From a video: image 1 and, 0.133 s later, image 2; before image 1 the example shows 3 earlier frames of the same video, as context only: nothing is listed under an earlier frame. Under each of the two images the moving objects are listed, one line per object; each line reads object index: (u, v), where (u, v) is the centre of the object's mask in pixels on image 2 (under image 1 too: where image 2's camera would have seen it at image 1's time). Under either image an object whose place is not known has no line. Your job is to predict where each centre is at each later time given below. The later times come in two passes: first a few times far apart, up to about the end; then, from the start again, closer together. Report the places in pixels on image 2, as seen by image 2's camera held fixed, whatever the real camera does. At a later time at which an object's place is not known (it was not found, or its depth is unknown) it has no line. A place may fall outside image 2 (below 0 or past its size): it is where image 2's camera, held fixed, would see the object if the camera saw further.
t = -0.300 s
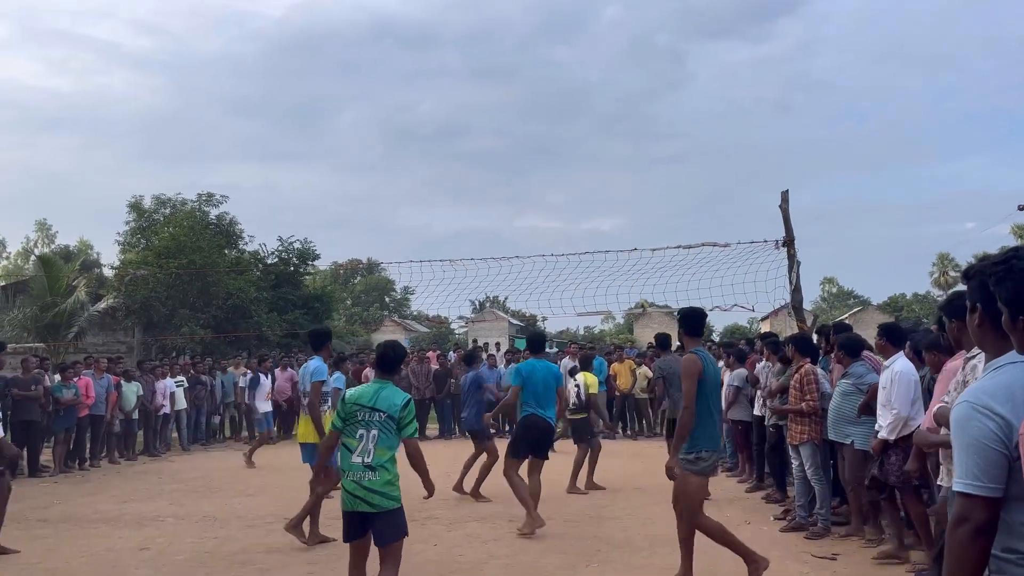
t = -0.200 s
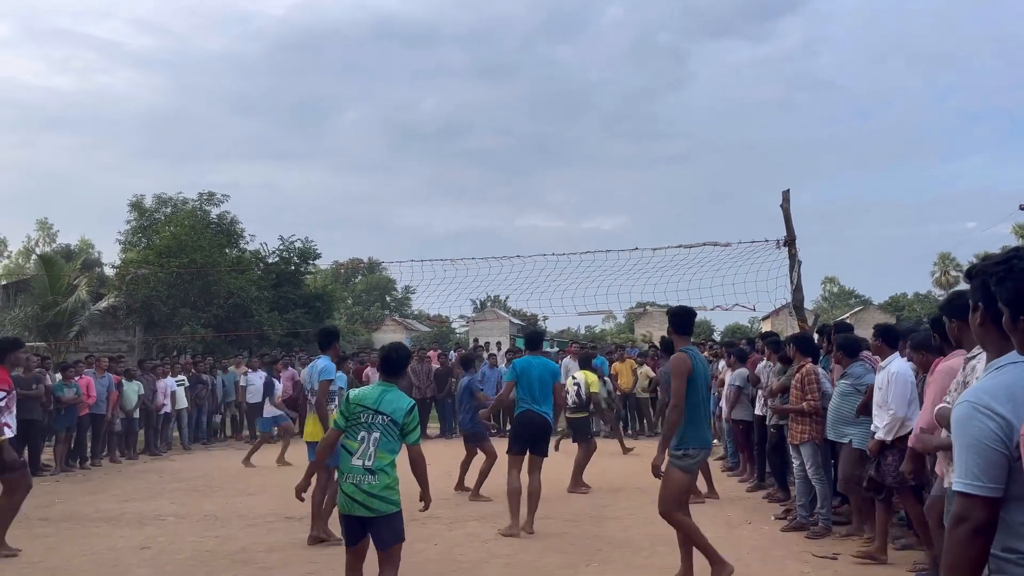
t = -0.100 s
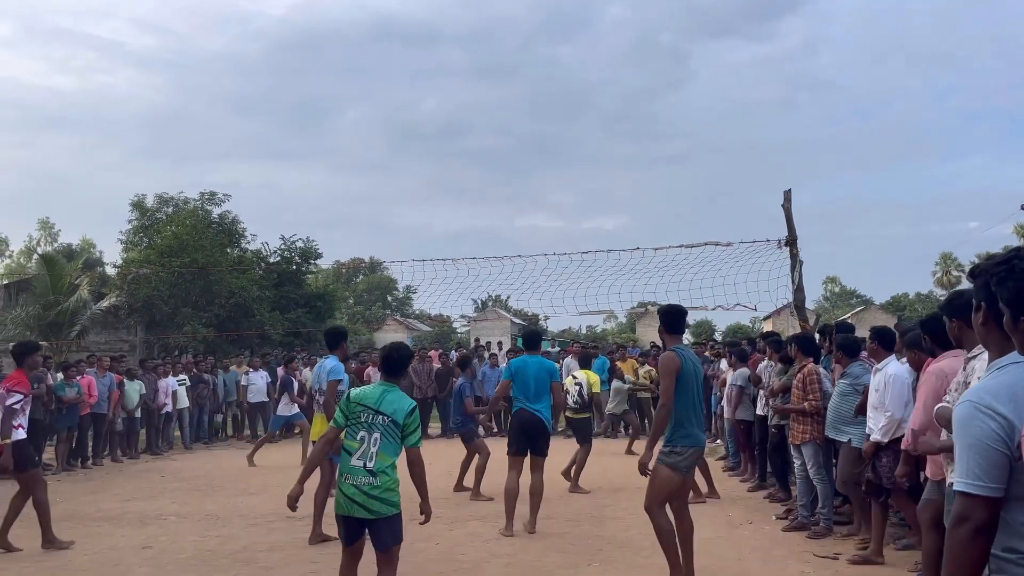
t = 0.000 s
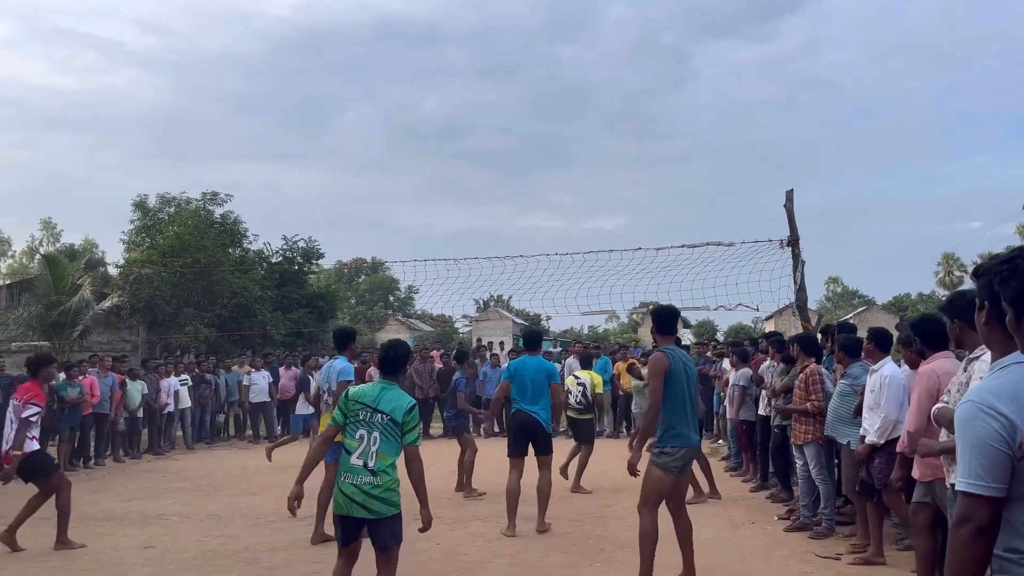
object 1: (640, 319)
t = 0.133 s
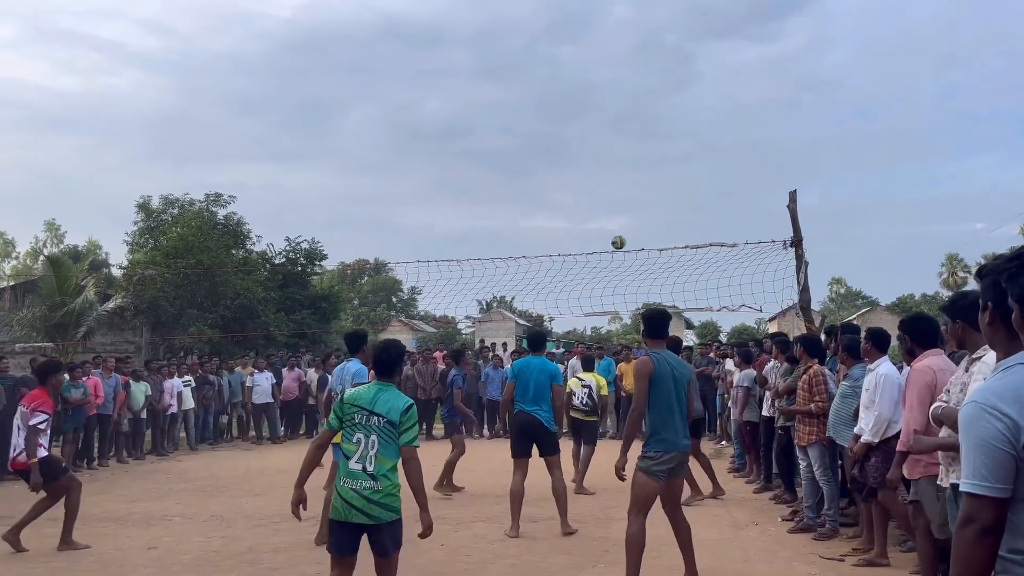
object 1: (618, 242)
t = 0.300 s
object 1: (590, 158)
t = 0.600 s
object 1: (535, 48)
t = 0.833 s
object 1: (490, 0)
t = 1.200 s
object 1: (415, 3)
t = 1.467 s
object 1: (358, 76)
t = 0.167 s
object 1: (612, 224)
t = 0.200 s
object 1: (607, 207)
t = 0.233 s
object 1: (601, 190)
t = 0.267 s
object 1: (595, 174)
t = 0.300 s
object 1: (590, 158)
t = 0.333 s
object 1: (584, 143)
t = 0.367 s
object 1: (578, 129)
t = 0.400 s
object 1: (572, 115)
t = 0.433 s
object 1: (565, 102)
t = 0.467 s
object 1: (560, 90)
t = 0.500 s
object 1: (553, 78)
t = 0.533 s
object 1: (547, 68)
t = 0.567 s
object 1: (541, 57)
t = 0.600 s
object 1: (535, 48)
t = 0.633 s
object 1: (528, 39)
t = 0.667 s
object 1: (522, 31)
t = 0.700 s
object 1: (516, 23)
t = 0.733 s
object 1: (509, 16)
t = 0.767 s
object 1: (503, 10)
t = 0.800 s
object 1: (496, 5)
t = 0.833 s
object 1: (490, 0)
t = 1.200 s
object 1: (415, 3)
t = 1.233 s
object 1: (408, 9)
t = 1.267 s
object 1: (401, 16)
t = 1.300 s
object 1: (394, 23)
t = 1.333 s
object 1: (387, 32)
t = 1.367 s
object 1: (380, 41)
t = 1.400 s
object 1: (372, 51)
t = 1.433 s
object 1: (365, 63)
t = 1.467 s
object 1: (358, 76)
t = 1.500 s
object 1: (350, 89)
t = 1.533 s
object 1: (343, 104)
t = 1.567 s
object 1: (336, 121)
